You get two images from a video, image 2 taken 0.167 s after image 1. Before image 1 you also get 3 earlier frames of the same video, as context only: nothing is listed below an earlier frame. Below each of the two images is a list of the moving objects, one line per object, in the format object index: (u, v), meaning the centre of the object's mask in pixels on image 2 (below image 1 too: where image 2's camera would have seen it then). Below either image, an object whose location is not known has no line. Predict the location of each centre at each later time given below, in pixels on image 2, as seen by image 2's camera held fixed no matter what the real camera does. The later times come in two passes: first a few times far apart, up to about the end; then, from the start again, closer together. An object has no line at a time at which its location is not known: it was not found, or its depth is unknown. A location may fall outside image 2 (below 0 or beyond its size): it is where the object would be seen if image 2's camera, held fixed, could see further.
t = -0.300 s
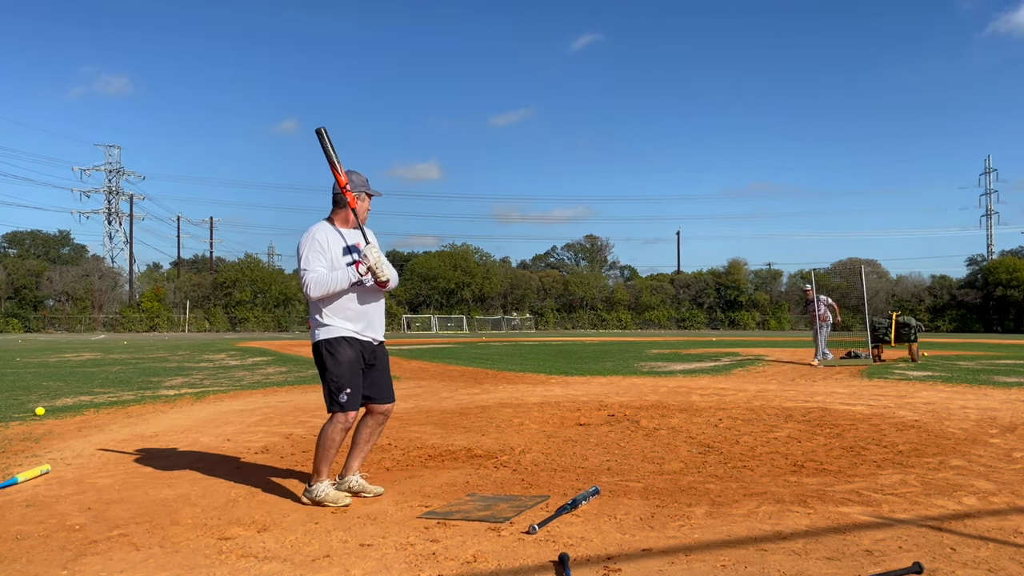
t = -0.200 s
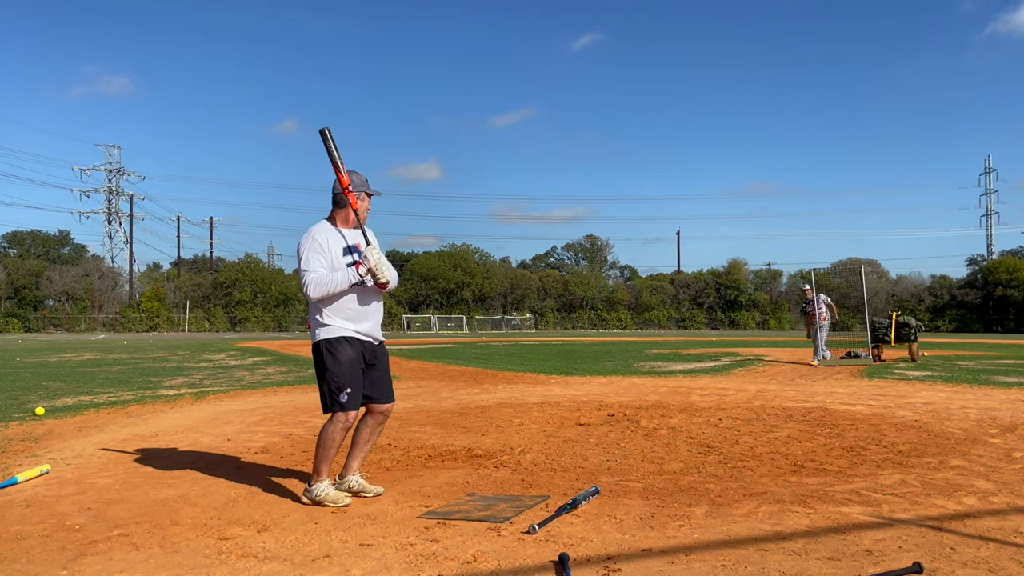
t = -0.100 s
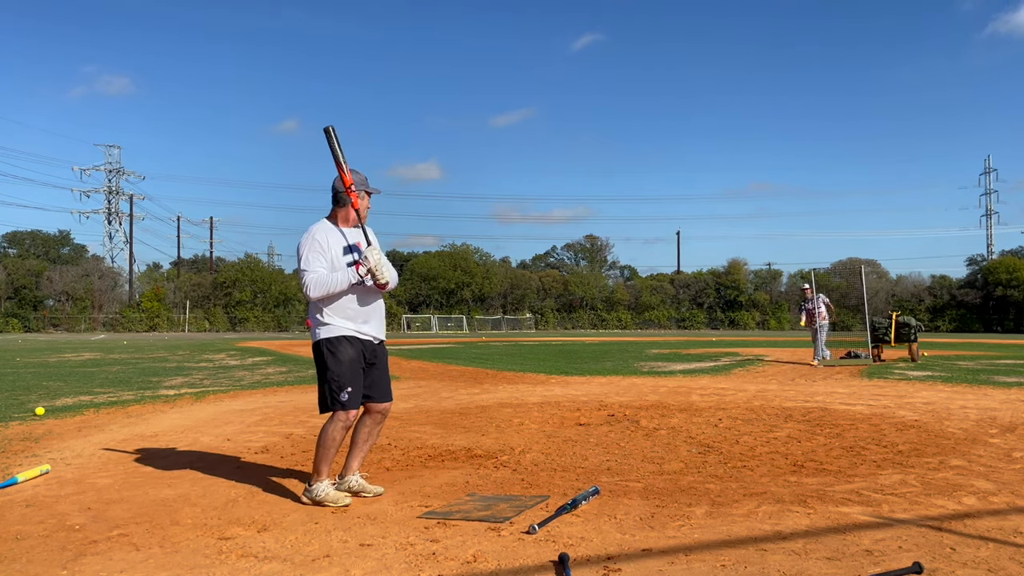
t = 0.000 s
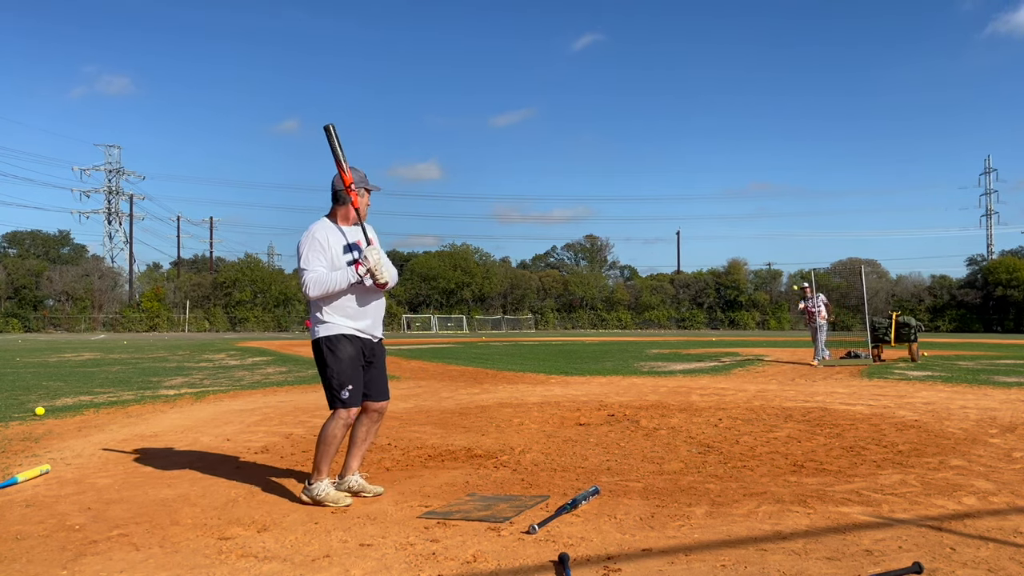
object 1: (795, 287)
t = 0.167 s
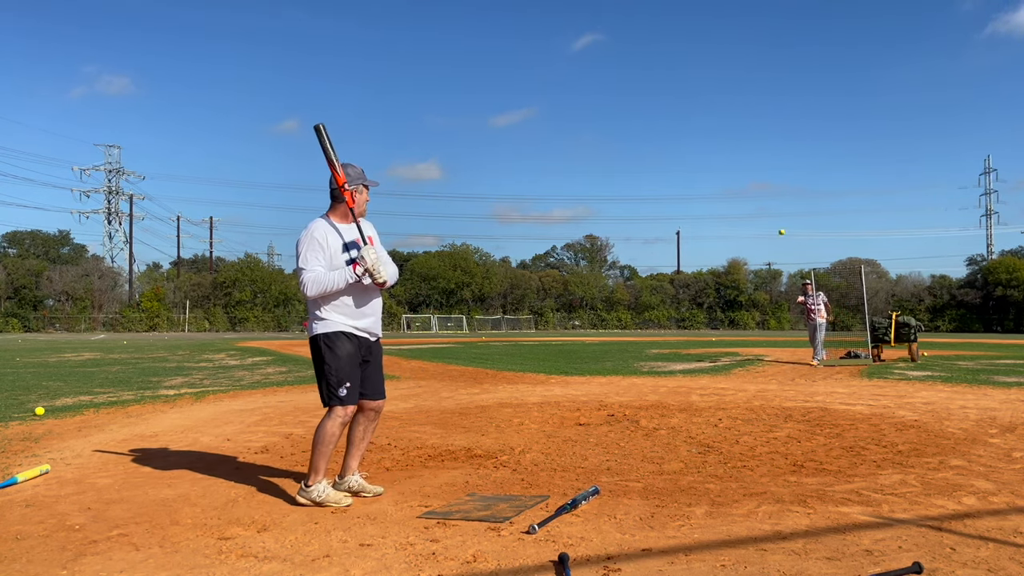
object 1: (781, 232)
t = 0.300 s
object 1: (770, 192)
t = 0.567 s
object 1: (741, 131)
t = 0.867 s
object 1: (693, 115)
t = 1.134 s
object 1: (625, 189)
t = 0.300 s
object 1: (770, 192)
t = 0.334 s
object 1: (767, 182)
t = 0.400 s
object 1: (760, 166)
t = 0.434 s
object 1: (757, 158)
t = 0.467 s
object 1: (753, 150)
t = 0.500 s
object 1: (749, 144)
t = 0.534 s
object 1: (745, 137)
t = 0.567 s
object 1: (741, 131)
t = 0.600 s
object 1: (737, 126)
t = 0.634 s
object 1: (732, 122)
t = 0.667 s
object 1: (727, 118)
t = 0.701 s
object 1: (722, 115)
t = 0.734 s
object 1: (717, 113)
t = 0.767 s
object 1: (711, 112)
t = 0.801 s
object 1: (706, 111)
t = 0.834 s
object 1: (699, 112)
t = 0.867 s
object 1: (693, 115)
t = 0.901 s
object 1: (686, 118)
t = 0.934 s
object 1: (679, 123)
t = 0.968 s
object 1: (672, 129)
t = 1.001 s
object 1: (664, 137)
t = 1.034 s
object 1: (655, 147)
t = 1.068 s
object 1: (646, 159)
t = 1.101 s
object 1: (636, 173)
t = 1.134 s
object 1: (625, 189)
